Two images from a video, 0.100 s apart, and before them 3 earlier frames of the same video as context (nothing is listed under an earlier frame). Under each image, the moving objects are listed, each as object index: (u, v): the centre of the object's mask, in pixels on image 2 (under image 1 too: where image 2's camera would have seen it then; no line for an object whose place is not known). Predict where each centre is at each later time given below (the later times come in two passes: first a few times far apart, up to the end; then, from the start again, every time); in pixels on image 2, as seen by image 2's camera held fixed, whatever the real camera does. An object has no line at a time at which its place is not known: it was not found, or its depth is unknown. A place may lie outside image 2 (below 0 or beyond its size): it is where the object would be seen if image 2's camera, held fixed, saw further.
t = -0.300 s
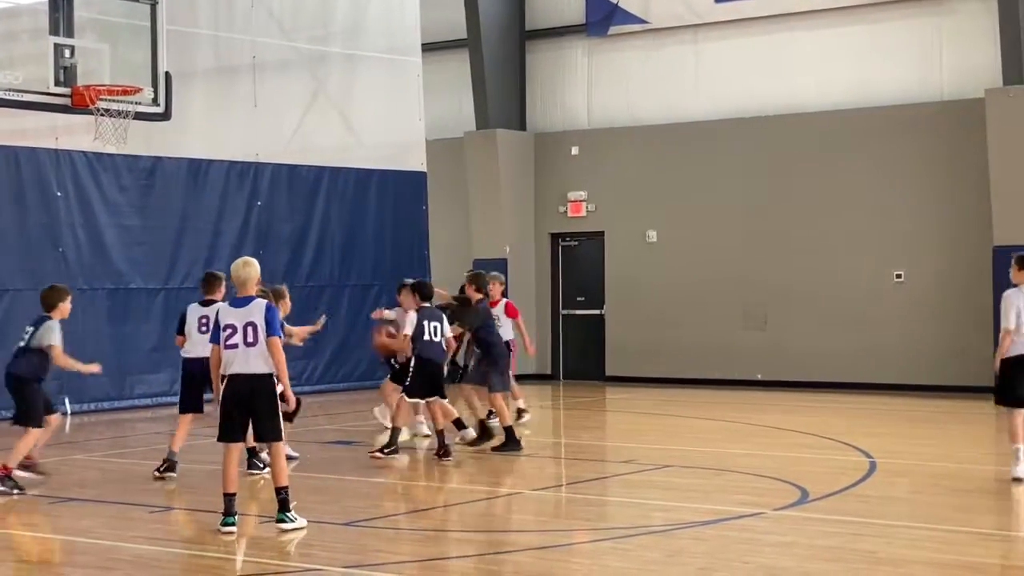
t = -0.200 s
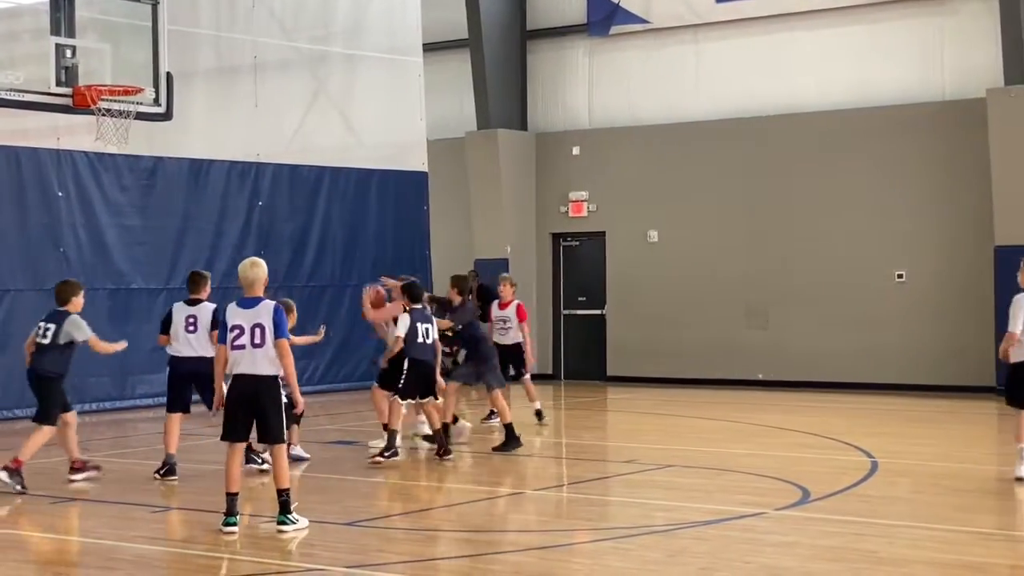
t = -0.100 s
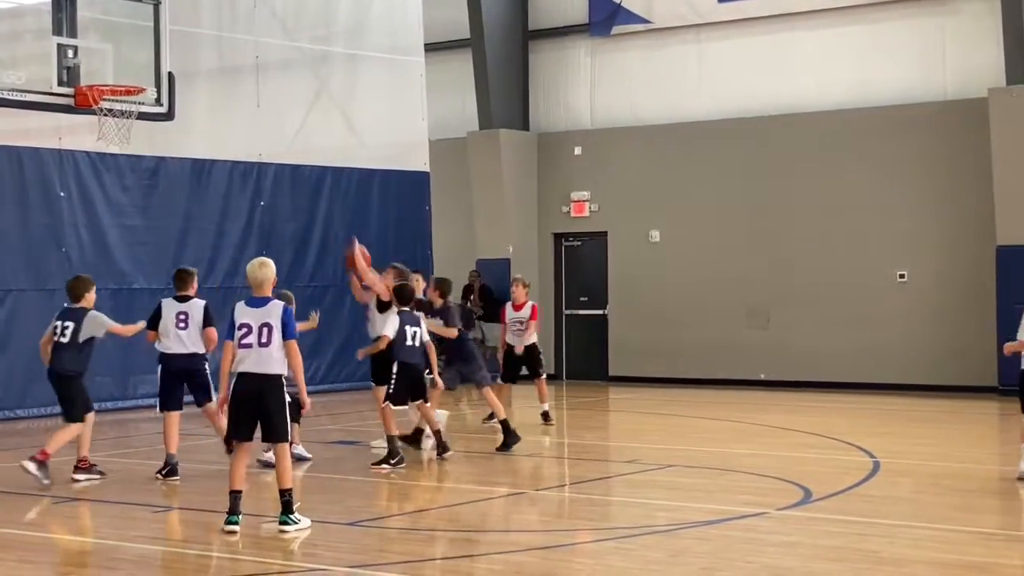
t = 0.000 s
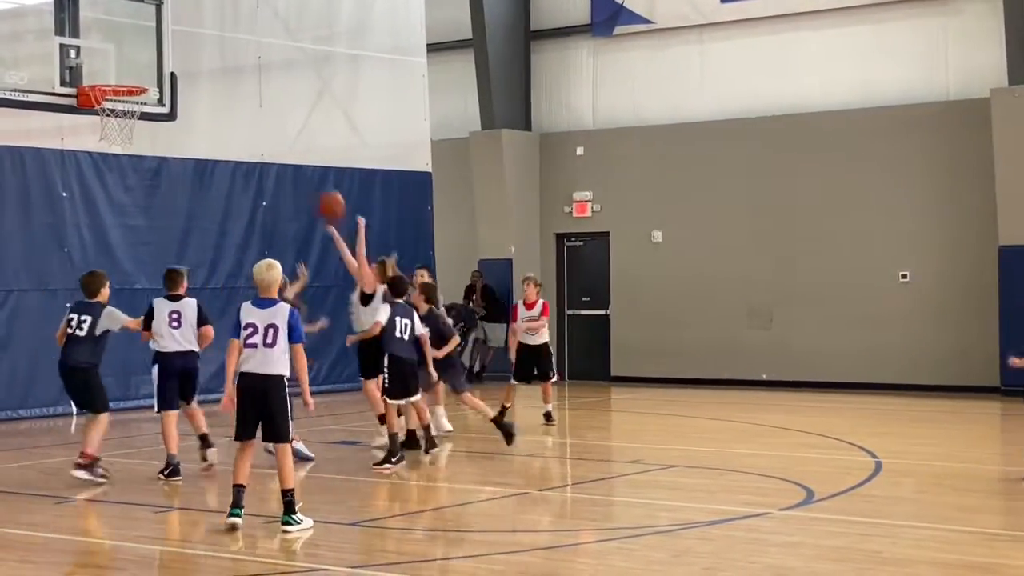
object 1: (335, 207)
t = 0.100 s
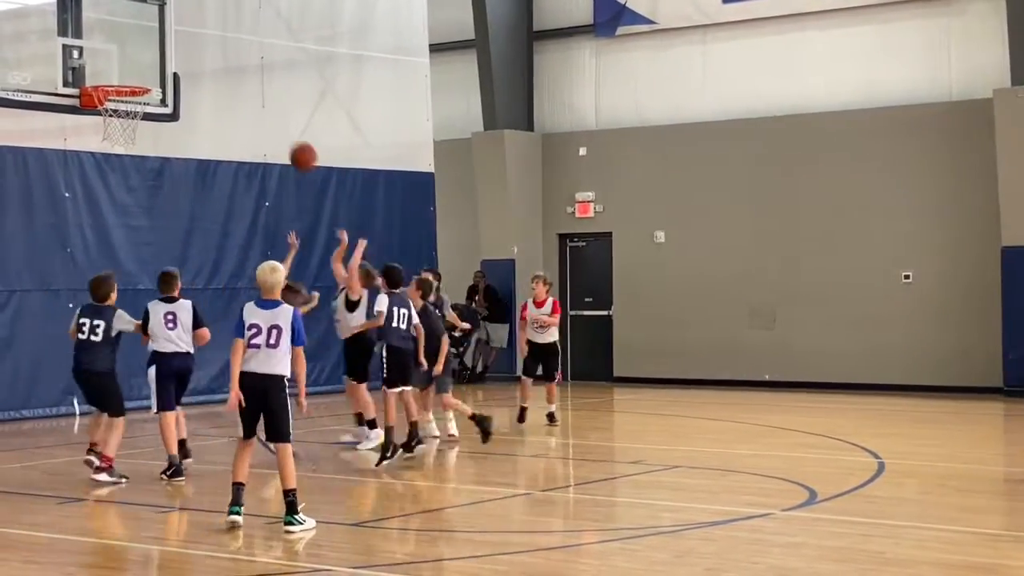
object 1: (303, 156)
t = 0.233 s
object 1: (264, 106)
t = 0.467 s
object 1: (193, 68)
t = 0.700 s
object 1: (151, 70)
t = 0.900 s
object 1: (149, 94)
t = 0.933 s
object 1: (148, 102)
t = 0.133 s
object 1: (294, 142)
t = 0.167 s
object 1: (284, 129)
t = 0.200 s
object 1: (274, 117)
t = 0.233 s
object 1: (264, 106)
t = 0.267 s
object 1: (254, 97)
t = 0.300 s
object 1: (244, 89)
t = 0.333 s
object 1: (234, 82)
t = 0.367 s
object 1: (224, 77)
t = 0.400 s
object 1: (214, 73)
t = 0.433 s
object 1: (203, 70)
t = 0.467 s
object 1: (193, 68)
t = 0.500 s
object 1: (183, 68)
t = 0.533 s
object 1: (173, 69)
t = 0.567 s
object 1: (162, 71)
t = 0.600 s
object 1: (152, 74)
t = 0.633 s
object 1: (151, 73)
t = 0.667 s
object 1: (151, 71)
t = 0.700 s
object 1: (151, 70)
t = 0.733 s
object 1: (150, 71)
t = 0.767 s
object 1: (150, 72)
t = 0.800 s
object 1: (150, 76)
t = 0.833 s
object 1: (149, 80)
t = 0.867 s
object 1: (149, 87)
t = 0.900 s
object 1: (149, 94)
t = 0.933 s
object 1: (148, 102)
